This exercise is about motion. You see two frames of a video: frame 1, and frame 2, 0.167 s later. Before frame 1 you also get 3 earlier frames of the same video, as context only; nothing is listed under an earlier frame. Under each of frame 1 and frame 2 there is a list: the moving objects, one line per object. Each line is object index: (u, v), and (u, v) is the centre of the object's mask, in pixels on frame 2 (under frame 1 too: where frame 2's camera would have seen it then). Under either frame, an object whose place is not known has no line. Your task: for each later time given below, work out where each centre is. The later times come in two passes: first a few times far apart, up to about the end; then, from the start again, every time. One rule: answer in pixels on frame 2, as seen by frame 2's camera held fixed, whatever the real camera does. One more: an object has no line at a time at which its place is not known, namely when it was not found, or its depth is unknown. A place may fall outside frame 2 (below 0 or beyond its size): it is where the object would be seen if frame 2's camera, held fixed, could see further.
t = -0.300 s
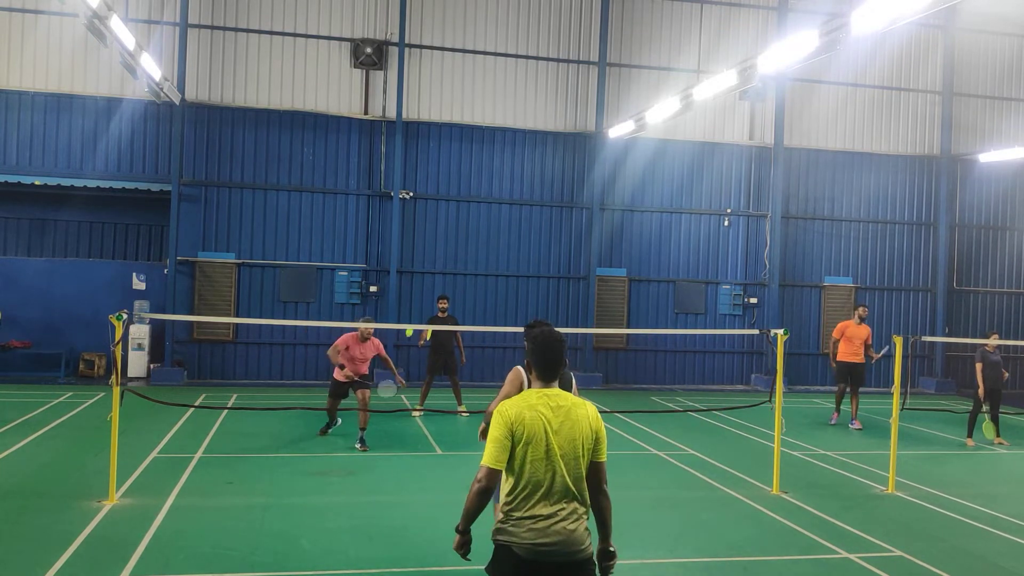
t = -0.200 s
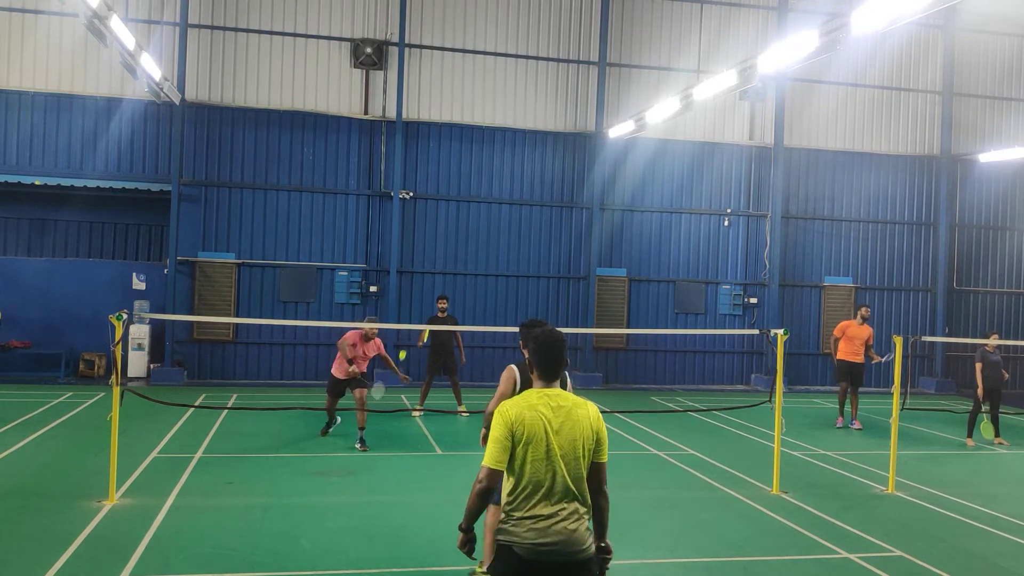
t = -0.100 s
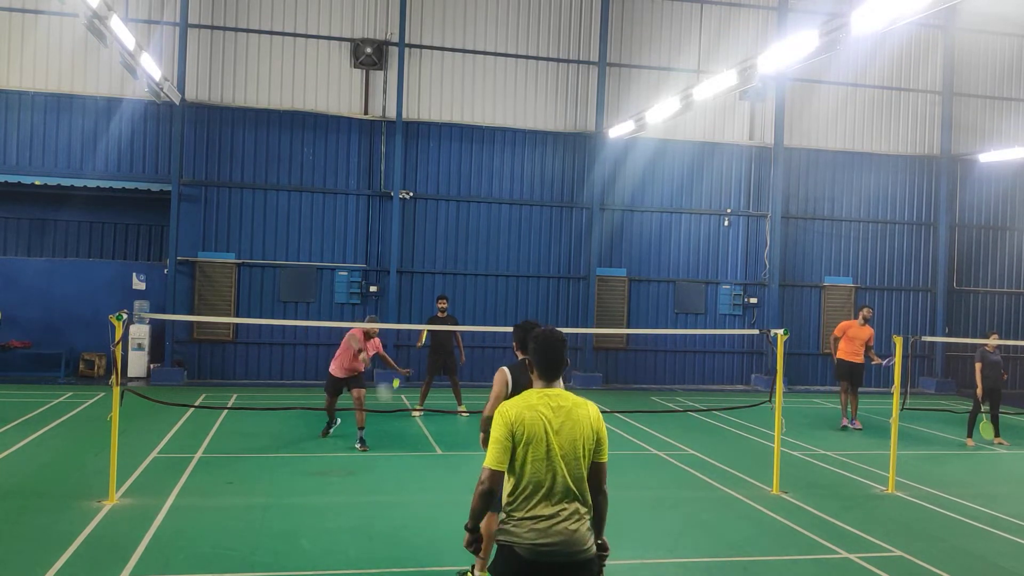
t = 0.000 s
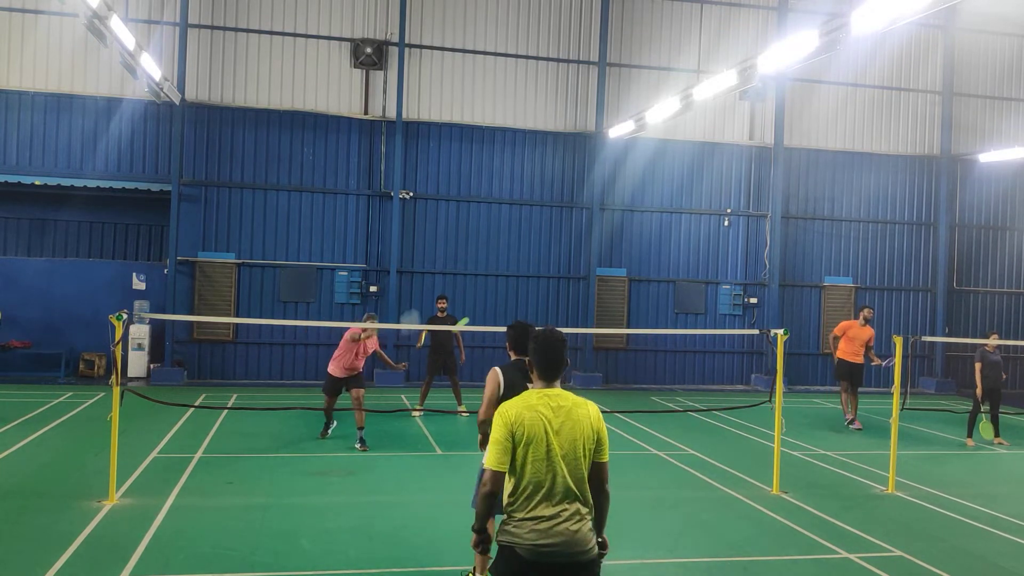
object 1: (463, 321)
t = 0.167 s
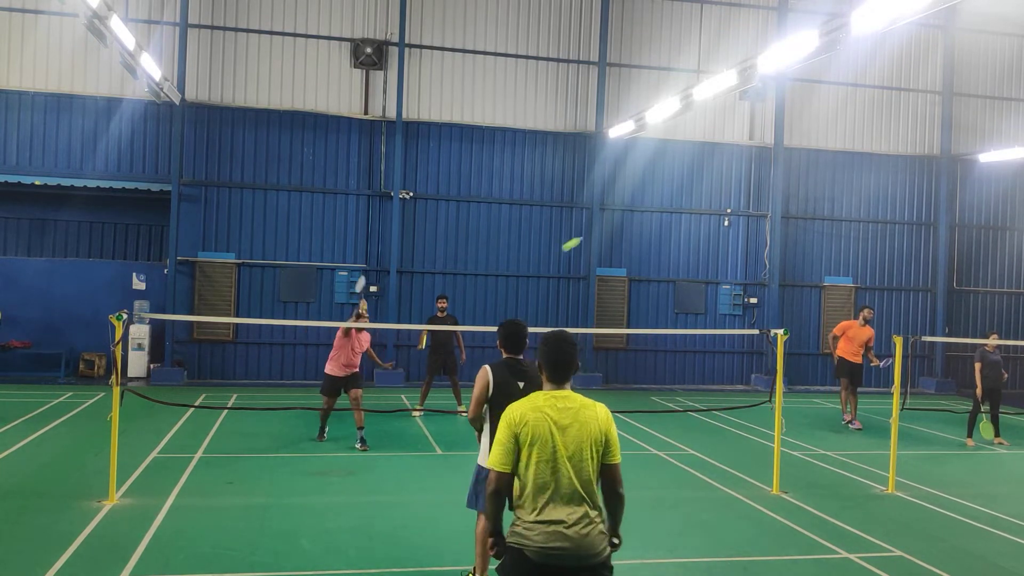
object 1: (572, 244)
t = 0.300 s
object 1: (655, 204)
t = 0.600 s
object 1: (839, 203)
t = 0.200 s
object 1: (593, 232)
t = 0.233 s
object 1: (614, 221)
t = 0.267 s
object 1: (635, 212)
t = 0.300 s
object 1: (655, 204)
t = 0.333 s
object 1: (675, 198)
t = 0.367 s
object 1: (696, 192)
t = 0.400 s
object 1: (716, 189)
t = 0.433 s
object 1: (736, 187)
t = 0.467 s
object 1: (758, 187)
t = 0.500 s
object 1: (778, 188)
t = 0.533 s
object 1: (798, 191)
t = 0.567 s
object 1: (819, 196)
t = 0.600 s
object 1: (839, 203)
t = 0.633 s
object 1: (859, 212)
